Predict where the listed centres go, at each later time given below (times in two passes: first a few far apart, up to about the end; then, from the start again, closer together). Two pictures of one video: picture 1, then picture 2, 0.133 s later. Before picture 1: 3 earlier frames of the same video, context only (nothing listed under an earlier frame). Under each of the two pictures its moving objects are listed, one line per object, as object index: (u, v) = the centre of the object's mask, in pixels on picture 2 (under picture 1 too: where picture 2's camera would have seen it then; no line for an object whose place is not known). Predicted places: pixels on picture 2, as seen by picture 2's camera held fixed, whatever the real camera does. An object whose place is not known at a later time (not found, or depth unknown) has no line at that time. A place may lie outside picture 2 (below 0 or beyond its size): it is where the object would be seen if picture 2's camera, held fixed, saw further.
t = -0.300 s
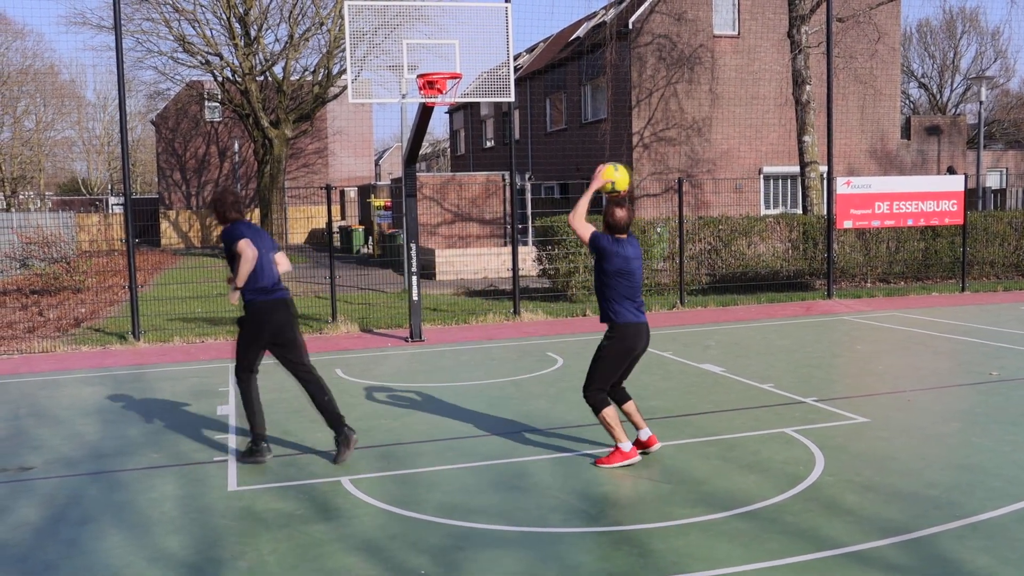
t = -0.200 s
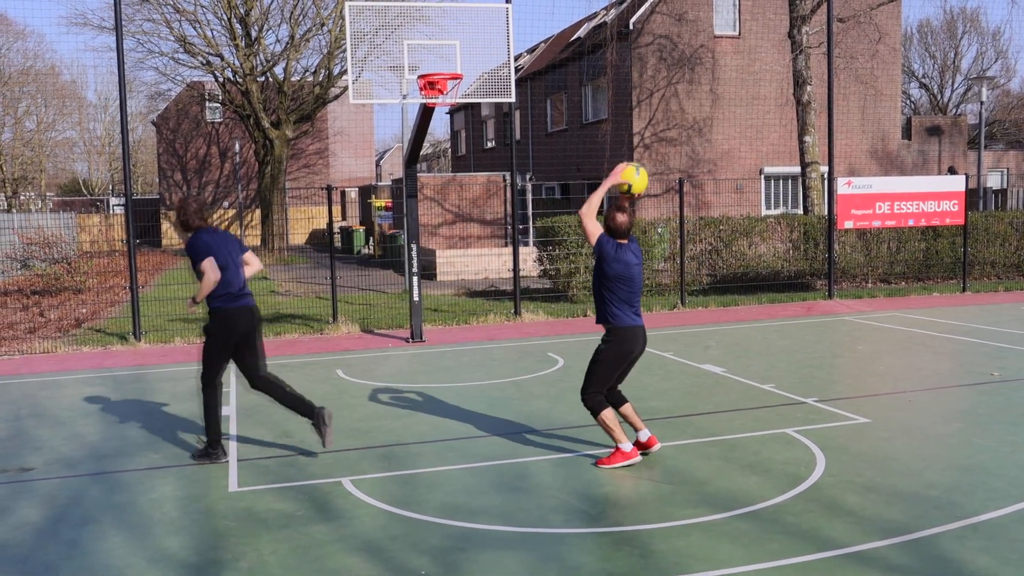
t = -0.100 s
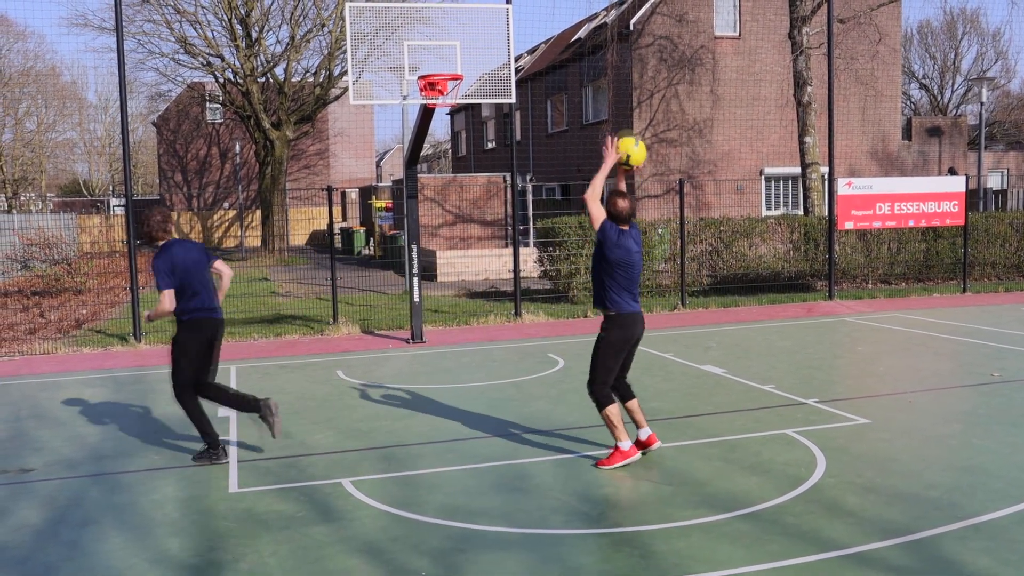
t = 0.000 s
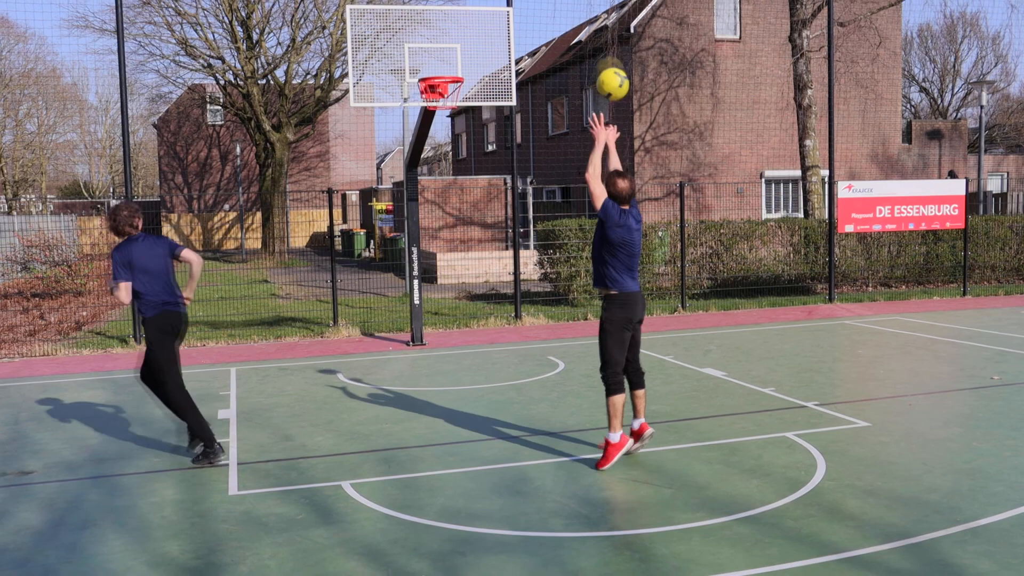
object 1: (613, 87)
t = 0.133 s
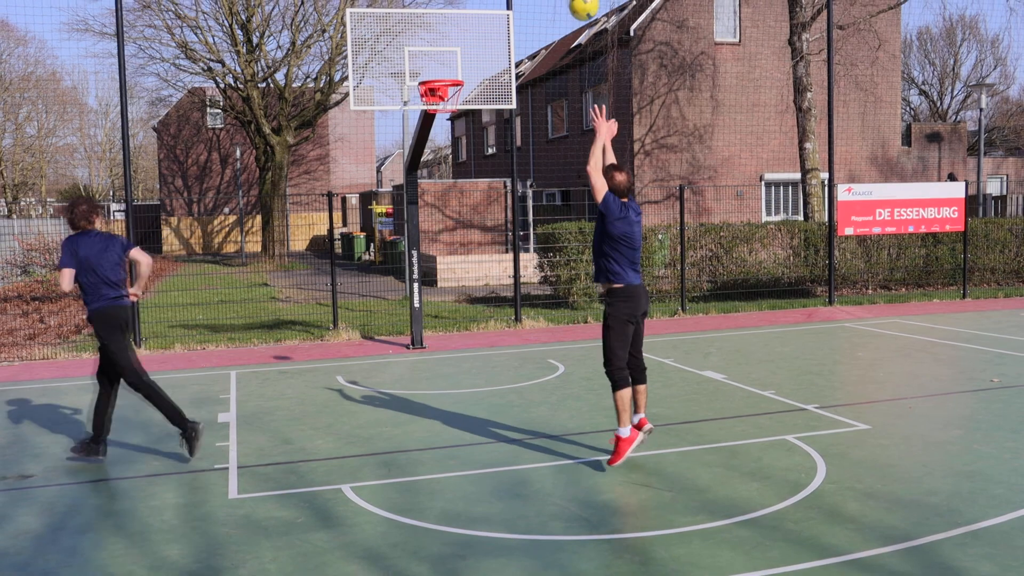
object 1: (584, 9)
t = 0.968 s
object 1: (467, 62)
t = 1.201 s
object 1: (542, 111)
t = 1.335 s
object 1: (597, 159)
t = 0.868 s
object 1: (477, 19)
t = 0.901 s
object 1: (474, 33)
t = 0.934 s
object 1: (471, 46)
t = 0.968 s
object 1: (467, 62)
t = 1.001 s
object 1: (465, 76)
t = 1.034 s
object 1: (476, 80)
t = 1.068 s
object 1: (488, 84)
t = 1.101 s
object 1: (501, 89)
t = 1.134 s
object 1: (516, 95)
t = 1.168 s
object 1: (529, 102)
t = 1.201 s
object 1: (542, 111)
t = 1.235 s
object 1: (555, 122)
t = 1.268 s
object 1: (569, 133)
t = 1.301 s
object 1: (583, 145)
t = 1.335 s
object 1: (597, 159)
